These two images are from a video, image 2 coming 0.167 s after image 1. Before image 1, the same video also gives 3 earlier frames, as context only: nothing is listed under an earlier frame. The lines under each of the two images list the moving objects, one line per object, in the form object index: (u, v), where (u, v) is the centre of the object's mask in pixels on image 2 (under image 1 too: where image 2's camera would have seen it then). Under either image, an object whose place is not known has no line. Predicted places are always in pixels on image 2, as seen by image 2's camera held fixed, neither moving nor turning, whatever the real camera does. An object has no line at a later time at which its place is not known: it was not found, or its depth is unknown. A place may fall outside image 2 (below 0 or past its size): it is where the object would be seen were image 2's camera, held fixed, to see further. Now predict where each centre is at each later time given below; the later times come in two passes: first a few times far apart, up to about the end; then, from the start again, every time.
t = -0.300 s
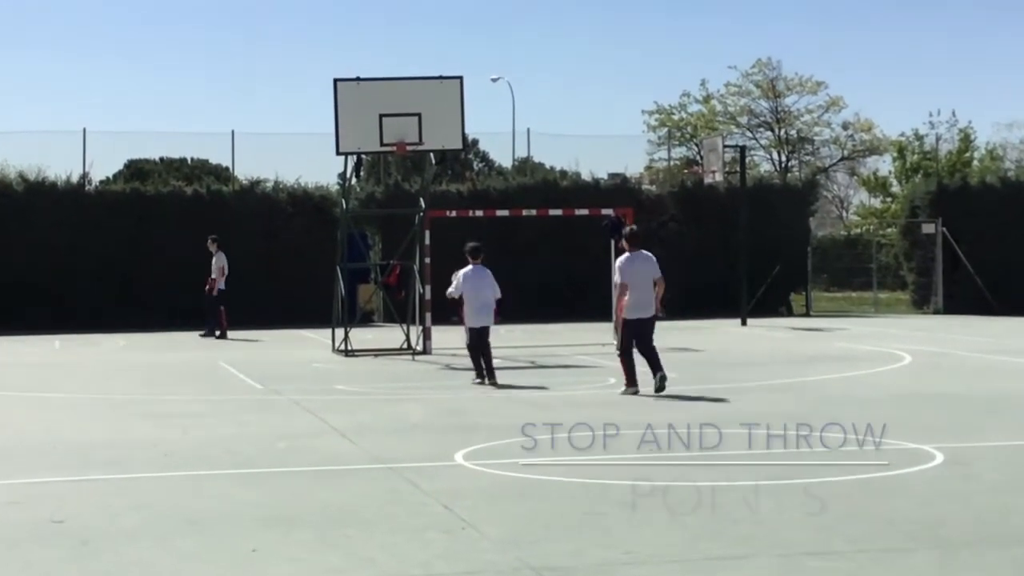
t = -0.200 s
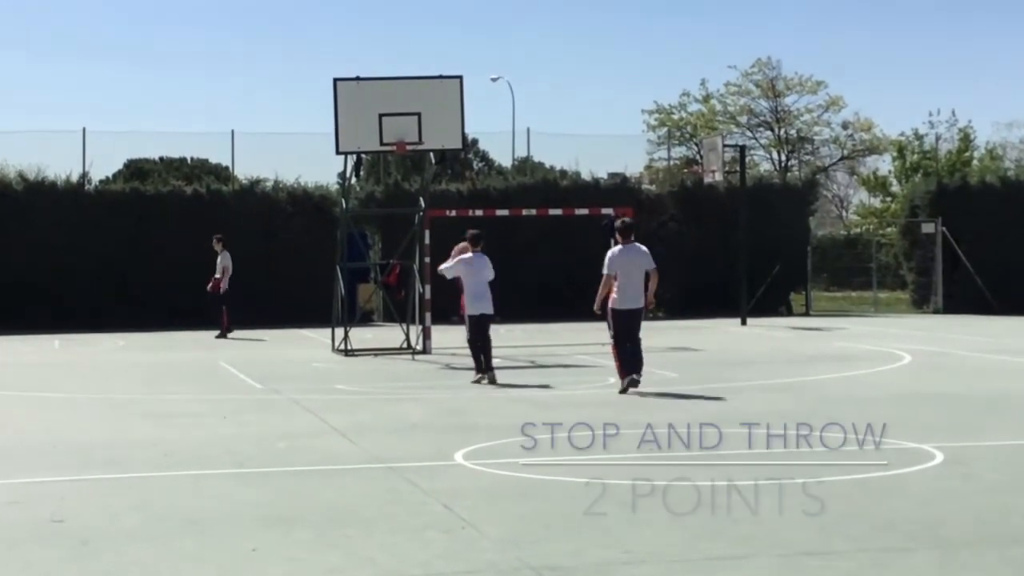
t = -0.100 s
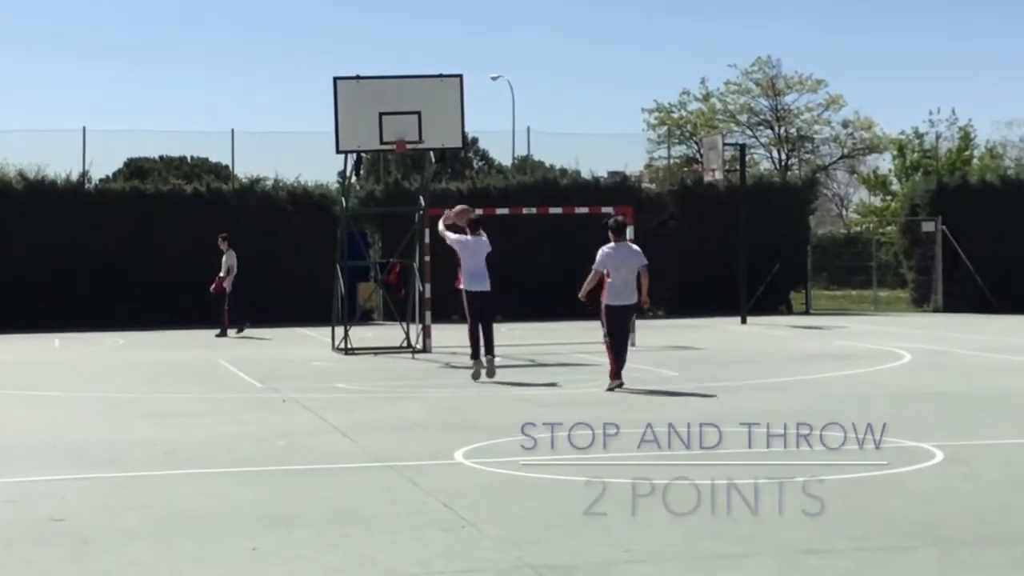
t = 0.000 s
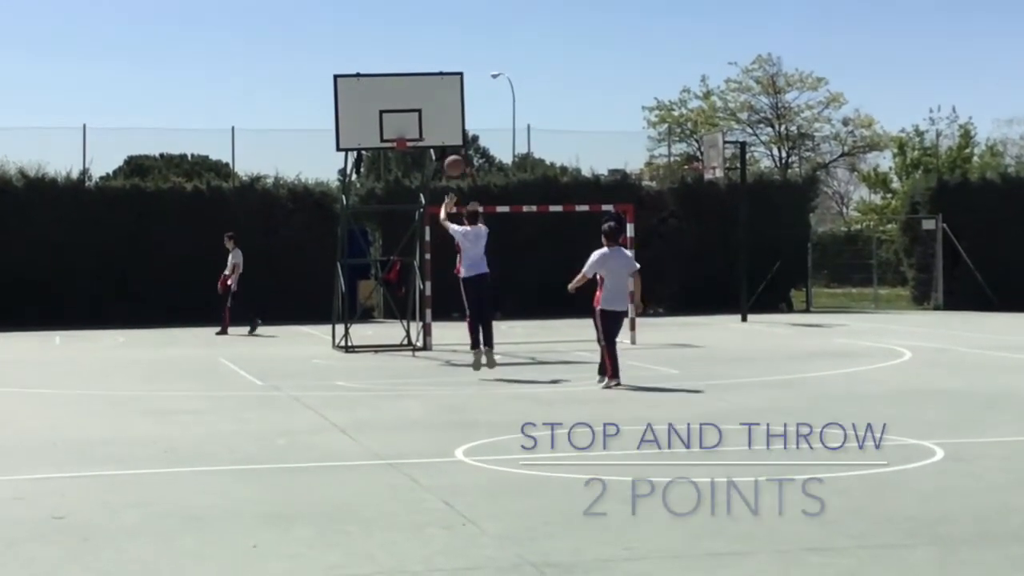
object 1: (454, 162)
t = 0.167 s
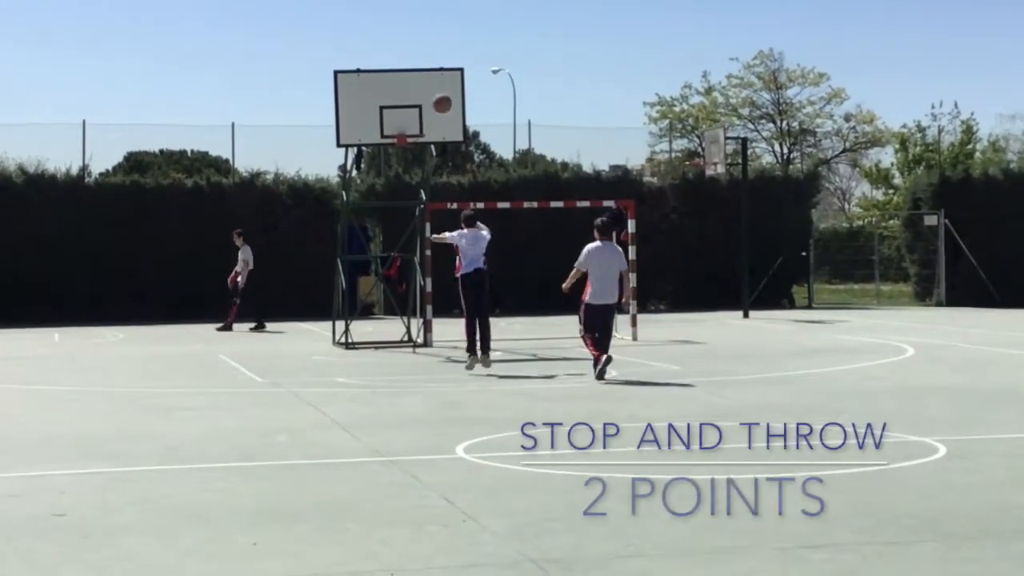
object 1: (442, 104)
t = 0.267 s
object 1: (434, 81)
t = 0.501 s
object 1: (417, 60)
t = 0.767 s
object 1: (398, 86)
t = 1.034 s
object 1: (407, 145)
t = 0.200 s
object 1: (439, 95)
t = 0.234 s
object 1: (437, 88)
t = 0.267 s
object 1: (434, 81)
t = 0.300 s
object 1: (432, 76)
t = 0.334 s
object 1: (429, 70)
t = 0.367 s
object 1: (427, 66)
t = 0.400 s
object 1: (424, 63)
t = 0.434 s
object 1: (422, 61)
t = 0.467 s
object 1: (419, 60)
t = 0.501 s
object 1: (417, 60)
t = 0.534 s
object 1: (415, 61)
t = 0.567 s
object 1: (412, 62)
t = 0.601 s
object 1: (410, 64)
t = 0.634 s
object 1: (407, 67)
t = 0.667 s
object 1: (405, 71)
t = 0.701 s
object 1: (402, 76)
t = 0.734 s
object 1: (400, 81)
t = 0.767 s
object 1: (398, 86)
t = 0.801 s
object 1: (399, 90)
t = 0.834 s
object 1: (400, 96)
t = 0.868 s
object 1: (402, 102)
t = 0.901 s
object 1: (402, 109)
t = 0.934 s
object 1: (404, 116)
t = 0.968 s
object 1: (405, 125)
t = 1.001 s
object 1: (406, 135)
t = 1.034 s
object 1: (407, 145)
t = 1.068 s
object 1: (408, 156)
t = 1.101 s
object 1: (408, 169)
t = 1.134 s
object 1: (410, 182)
